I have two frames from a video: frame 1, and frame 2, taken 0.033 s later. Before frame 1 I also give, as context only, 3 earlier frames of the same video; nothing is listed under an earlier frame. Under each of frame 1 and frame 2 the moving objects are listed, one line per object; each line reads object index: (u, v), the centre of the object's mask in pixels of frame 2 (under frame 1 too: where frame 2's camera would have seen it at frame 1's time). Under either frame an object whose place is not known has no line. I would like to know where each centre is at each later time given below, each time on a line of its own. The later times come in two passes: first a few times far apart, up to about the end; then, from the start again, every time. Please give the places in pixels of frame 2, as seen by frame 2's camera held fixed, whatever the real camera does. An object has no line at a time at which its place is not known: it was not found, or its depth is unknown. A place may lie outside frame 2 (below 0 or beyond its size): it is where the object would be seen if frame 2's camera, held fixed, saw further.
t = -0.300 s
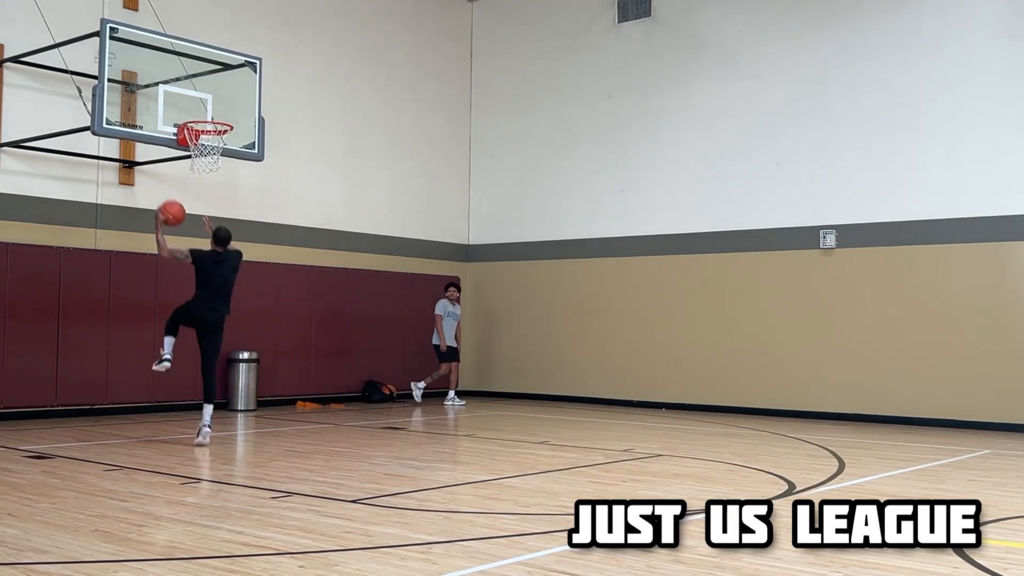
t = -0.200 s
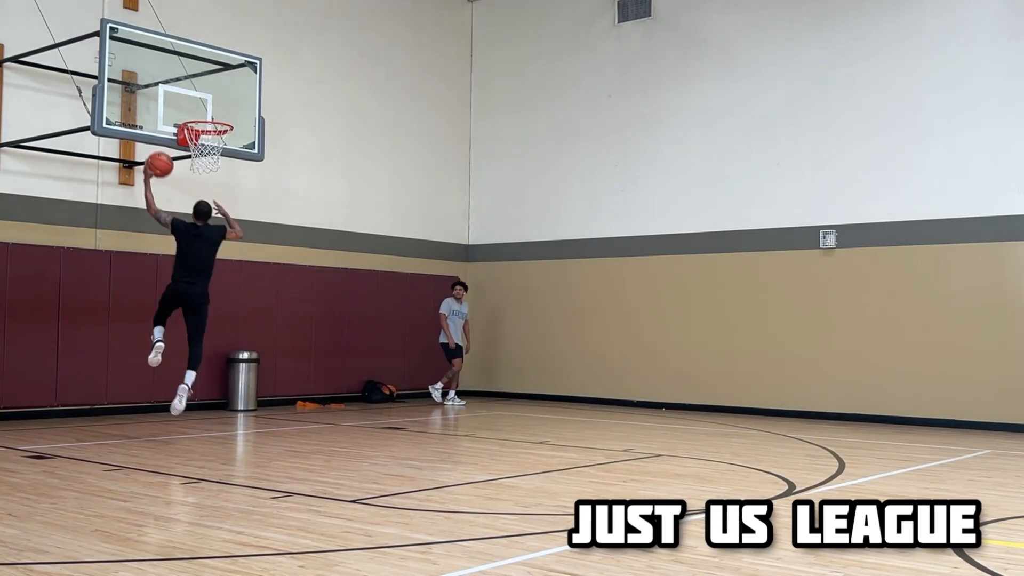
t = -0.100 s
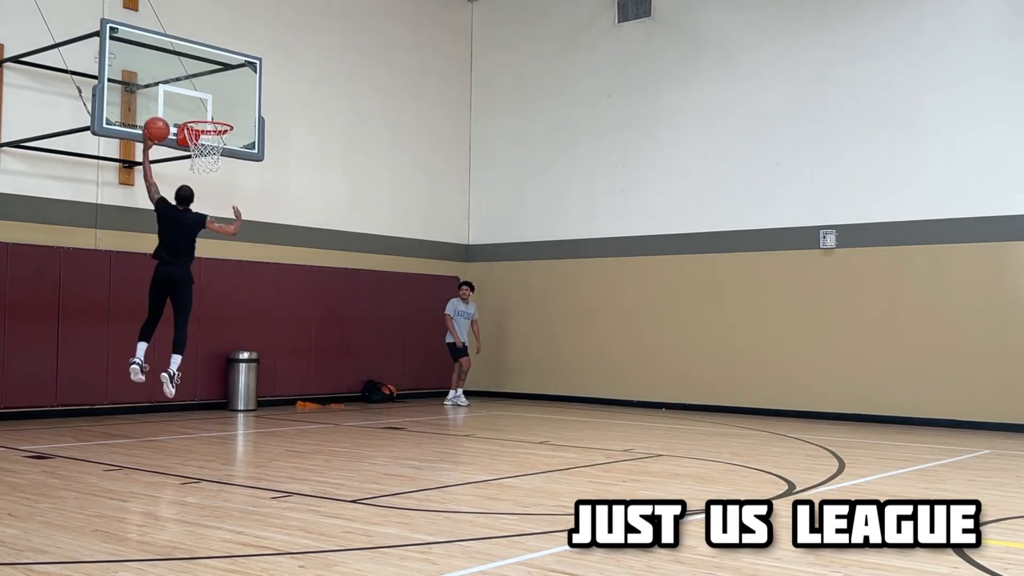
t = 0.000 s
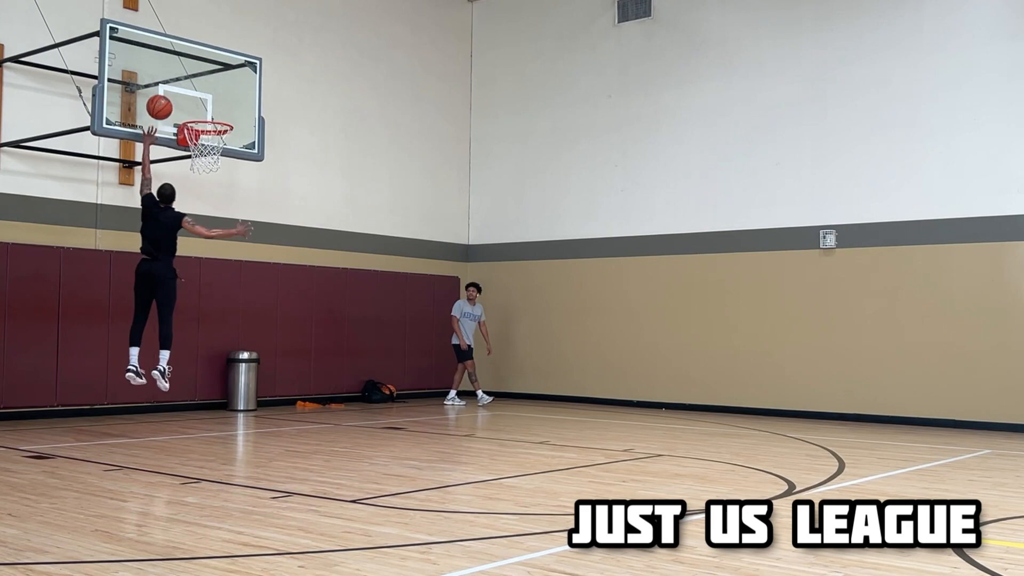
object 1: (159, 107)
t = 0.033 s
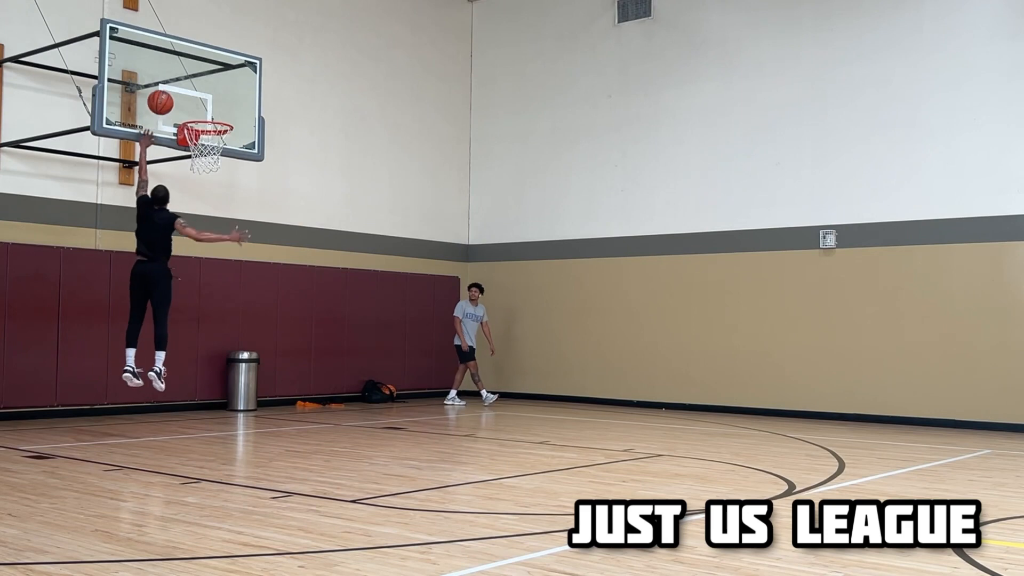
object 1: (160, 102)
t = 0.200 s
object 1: (178, 94)
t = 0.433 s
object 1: (209, 117)
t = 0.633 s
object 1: (213, 158)
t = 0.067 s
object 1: (161, 99)
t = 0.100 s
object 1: (163, 96)
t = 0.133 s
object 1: (167, 95)
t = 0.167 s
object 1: (173, 94)
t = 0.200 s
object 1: (178, 94)
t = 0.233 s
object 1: (183, 96)
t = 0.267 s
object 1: (188, 99)
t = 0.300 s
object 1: (193, 103)
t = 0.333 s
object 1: (198, 107)
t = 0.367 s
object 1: (203, 112)
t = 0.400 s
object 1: (207, 115)
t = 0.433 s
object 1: (209, 117)
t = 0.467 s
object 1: (210, 129)
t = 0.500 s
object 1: (211, 133)
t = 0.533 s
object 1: (215, 142)
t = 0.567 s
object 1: (214, 149)
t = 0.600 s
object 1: (214, 156)
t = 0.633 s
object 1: (213, 158)
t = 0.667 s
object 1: (212, 163)
